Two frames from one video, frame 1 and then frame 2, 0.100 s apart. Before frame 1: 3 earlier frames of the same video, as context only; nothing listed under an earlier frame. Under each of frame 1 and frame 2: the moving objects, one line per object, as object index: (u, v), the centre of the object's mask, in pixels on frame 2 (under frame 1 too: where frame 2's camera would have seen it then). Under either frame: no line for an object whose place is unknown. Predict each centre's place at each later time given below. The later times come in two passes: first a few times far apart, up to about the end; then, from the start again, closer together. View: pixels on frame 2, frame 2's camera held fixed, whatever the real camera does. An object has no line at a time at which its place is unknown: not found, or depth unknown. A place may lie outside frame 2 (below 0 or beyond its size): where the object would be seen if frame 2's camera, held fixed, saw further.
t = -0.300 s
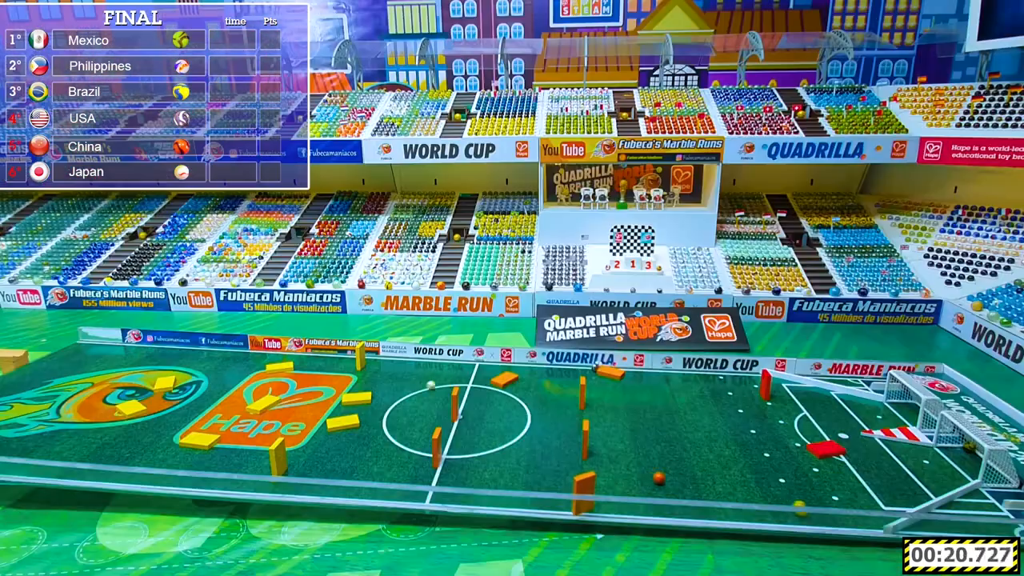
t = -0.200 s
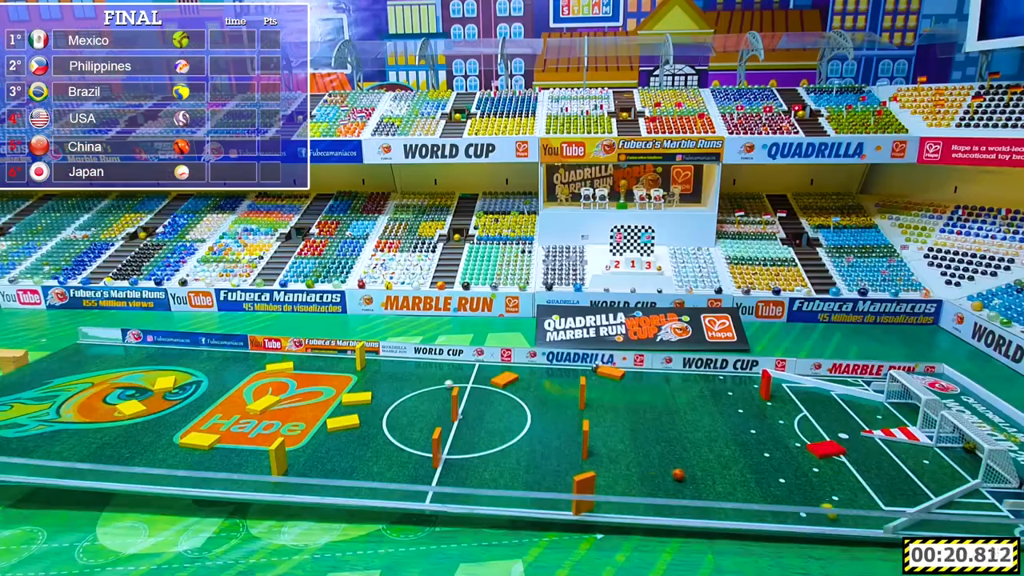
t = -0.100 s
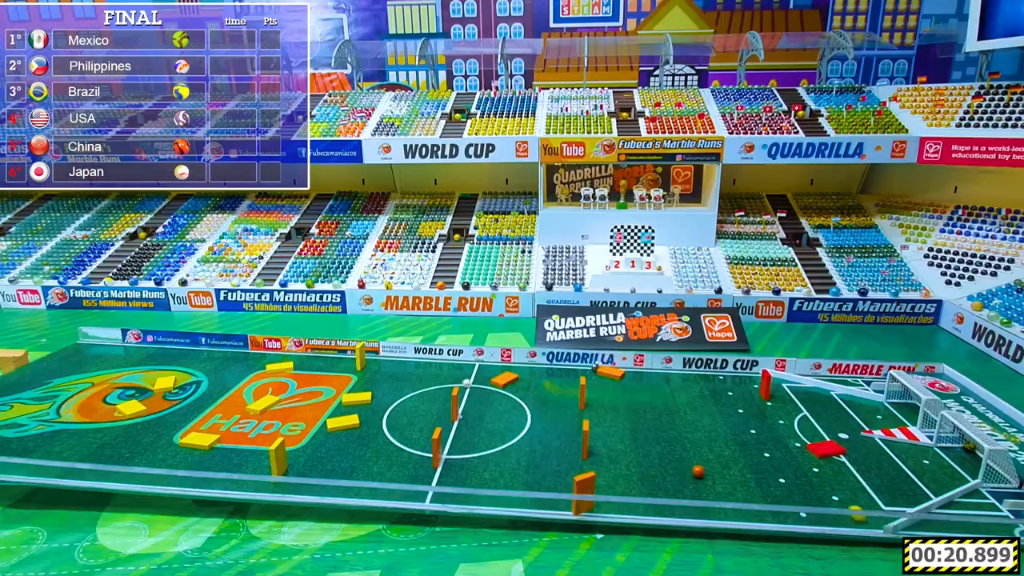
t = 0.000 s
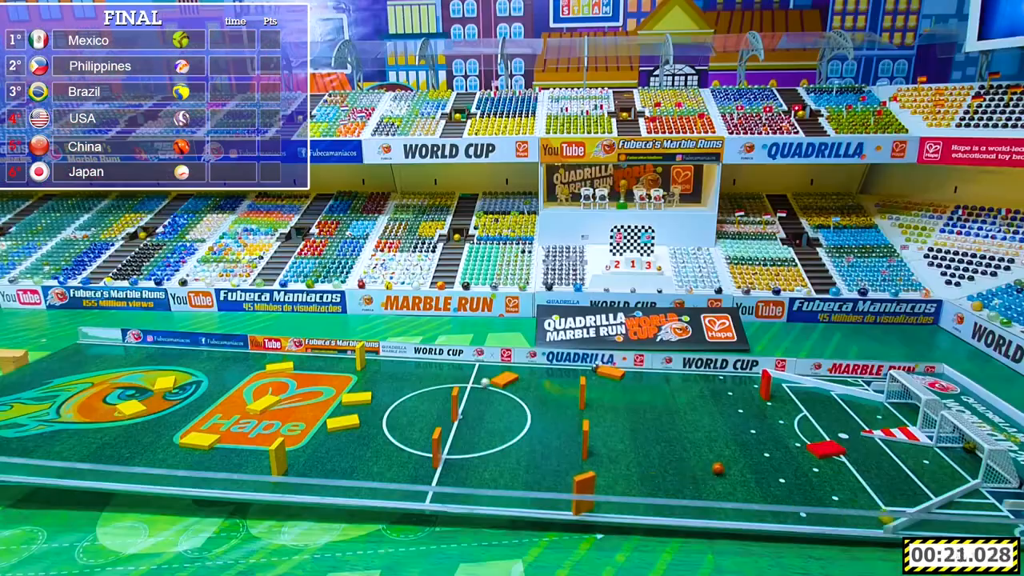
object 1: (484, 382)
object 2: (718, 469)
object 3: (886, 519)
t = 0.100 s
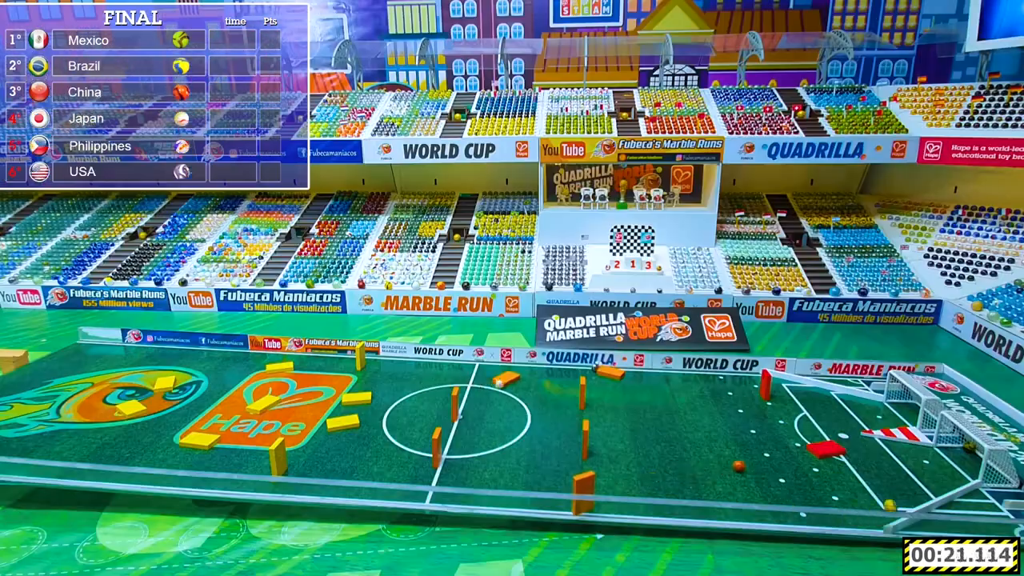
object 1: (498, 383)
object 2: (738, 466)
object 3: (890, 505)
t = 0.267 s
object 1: (518, 389)
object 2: (773, 462)
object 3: (896, 490)
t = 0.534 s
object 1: (555, 399)
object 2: (830, 457)
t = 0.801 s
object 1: (587, 407)
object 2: (889, 454)
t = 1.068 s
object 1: (616, 416)
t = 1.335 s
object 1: (652, 424)
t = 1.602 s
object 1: (695, 432)
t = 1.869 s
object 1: (742, 439)
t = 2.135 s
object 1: (794, 445)
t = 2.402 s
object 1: (818, 456)
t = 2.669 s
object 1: (833, 467)
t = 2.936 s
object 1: (852, 479)
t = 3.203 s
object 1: (876, 490)
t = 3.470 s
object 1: (905, 502)
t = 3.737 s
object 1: (905, 496)
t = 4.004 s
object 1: (905, 487)
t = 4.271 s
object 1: (910, 479)
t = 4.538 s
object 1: (922, 472)
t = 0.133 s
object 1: (503, 384)
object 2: (745, 465)
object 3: (891, 503)
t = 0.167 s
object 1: (507, 386)
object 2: (752, 465)
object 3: (892, 499)
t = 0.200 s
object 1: (510, 387)
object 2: (760, 464)
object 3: (894, 496)
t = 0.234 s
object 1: (514, 388)
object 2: (766, 463)
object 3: (894, 493)
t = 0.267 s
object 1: (518, 389)
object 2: (773, 462)
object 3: (896, 490)
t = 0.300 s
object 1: (523, 391)
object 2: (780, 461)
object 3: (897, 487)
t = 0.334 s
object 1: (527, 391)
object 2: (787, 461)
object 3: (899, 484)
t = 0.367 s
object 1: (531, 393)
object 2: (794, 460)
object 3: (900, 481)
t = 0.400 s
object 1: (536, 394)
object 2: (802, 459)
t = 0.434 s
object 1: (541, 395)
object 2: (809, 459)
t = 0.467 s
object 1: (545, 396)
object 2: (816, 458)
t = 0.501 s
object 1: (550, 398)
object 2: (824, 458)
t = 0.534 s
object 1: (555, 399)
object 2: (830, 457)
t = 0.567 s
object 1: (560, 400)
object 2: (837, 456)
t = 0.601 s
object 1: (565, 401)
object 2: (845, 455)
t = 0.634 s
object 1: (570, 402)
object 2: (852, 455)
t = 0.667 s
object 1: (574, 403)
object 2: (860, 455)
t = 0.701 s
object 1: (577, 404)
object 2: (867, 454)
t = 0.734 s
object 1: (581, 405)
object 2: (875, 454)
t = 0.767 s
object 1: (584, 406)
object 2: (882, 454)
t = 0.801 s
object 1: (587, 407)
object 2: (889, 454)
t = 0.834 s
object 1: (590, 408)
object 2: (898, 453)
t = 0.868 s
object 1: (594, 409)
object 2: (905, 453)
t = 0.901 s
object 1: (597, 410)
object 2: (912, 453)
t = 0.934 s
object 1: (600, 411)
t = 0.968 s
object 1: (604, 412)
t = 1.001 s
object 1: (608, 413)
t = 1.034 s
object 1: (612, 415)
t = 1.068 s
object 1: (616, 416)
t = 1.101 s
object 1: (620, 416)
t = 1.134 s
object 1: (625, 418)
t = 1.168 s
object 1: (629, 419)
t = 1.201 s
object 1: (633, 419)
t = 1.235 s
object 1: (638, 421)
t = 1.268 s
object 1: (643, 422)
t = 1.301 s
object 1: (648, 423)
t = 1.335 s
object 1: (652, 424)
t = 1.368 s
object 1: (657, 425)
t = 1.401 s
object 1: (662, 426)
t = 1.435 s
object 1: (668, 427)
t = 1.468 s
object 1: (673, 428)
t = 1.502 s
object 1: (678, 429)
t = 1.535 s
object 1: (684, 430)
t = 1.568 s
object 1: (689, 431)
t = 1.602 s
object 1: (695, 432)
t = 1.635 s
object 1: (700, 432)
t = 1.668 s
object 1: (706, 434)
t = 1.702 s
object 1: (712, 434)
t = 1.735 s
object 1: (717, 435)
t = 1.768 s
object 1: (724, 436)
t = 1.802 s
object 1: (730, 437)
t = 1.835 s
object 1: (736, 438)
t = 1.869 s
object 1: (742, 439)
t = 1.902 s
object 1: (748, 440)
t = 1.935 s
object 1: (754, 441)
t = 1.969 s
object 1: (761, 441)
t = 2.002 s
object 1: (768, 442)
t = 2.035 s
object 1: (774, 443)
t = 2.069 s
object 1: (781, 444)
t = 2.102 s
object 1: (788, 445)
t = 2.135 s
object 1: (794, 445)
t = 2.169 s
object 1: (801, 446)
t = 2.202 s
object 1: (805, 447)
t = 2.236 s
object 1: (808, 449)
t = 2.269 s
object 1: (811, 450)
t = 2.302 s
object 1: (813, 452)
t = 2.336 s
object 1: (814, 453)
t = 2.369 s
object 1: (816, 454)
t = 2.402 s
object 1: (818, 456)
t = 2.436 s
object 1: (820, 457)
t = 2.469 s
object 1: (822, 459)
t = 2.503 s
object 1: (823, 460)
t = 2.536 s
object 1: (825, 462)
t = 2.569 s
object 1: (827, 463)
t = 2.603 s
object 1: (829, 464)
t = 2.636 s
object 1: (831, 466)
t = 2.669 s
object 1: (833, 467)
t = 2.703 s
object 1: (836, 468)
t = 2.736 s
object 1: (838, 470)
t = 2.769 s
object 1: (840, 471)
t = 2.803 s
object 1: (843, 473)
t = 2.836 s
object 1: (845, 474)
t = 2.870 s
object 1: (847, 475)
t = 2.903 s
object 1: (850, 477)
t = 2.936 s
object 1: (852, 479)
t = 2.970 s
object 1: (855, 480)
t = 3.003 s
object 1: (858, 481)
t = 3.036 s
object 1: (861, 483)
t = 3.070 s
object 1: (863, 484)
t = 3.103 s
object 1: (866, 486)
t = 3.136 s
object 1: (870, 487)
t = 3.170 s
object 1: (873, 489)
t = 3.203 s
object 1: (876, 490)
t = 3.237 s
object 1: (880, 492)
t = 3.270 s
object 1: (883, 494)
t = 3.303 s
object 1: (886, 495)
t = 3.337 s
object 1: (890, 496)
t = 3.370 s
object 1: (894, 498)
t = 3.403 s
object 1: (898, 499)
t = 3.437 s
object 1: (901, 501)
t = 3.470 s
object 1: (905, 502)
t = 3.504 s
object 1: (909, 503)
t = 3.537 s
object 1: (910, 503)
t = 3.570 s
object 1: (909, 502)
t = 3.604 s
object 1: (908, 501)
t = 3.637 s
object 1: (907, 500)
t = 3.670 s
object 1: (906, 499)
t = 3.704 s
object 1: (905, 497)
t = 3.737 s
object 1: (905, 496)
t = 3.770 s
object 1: (904, 495)
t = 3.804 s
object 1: (904, 494)
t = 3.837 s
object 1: (904, 493)
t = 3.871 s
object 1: (904, 492)
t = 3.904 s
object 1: (904, 490)
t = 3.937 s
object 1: (904, 489)
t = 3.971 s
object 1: (904, 488)
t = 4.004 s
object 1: (905, 487)
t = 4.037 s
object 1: (905, 486)
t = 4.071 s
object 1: (906, 485)
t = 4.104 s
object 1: (906, 484)
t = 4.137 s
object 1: (907, 483)
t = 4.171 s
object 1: (907, 482)
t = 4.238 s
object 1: (909, 480)
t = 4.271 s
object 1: (910, 479)
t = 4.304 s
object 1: (912, 478)
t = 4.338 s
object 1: (913, 477)
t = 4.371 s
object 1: (914, 477)
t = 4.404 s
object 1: (916, 476)
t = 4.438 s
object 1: (917, 475)
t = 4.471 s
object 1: (919, 474)
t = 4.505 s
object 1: (920, 473)
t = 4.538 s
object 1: (922, 472)
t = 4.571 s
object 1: (924, 472)
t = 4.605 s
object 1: (926, 471)
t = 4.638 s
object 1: (928, 470)
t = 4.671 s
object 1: (929, 469)
